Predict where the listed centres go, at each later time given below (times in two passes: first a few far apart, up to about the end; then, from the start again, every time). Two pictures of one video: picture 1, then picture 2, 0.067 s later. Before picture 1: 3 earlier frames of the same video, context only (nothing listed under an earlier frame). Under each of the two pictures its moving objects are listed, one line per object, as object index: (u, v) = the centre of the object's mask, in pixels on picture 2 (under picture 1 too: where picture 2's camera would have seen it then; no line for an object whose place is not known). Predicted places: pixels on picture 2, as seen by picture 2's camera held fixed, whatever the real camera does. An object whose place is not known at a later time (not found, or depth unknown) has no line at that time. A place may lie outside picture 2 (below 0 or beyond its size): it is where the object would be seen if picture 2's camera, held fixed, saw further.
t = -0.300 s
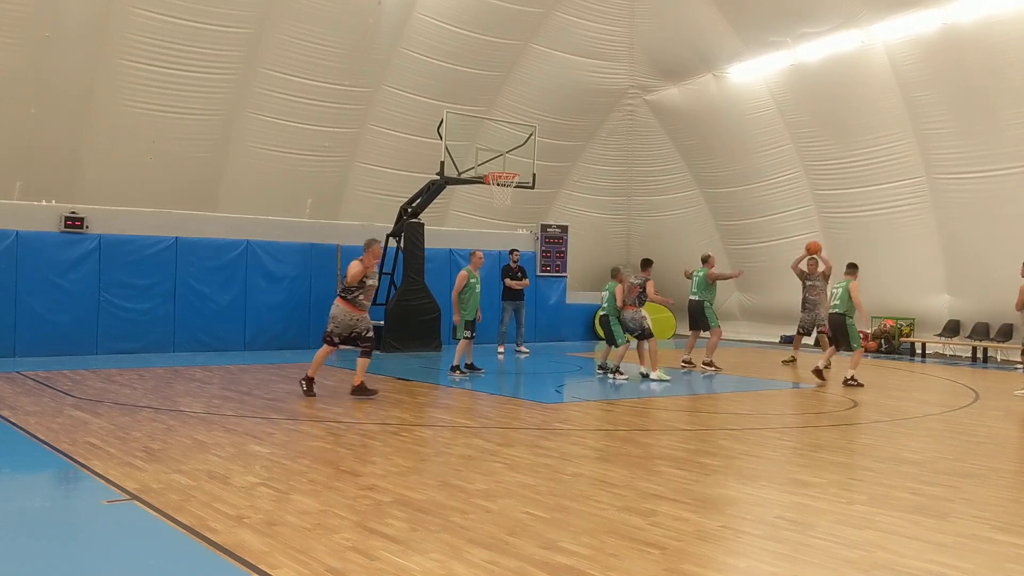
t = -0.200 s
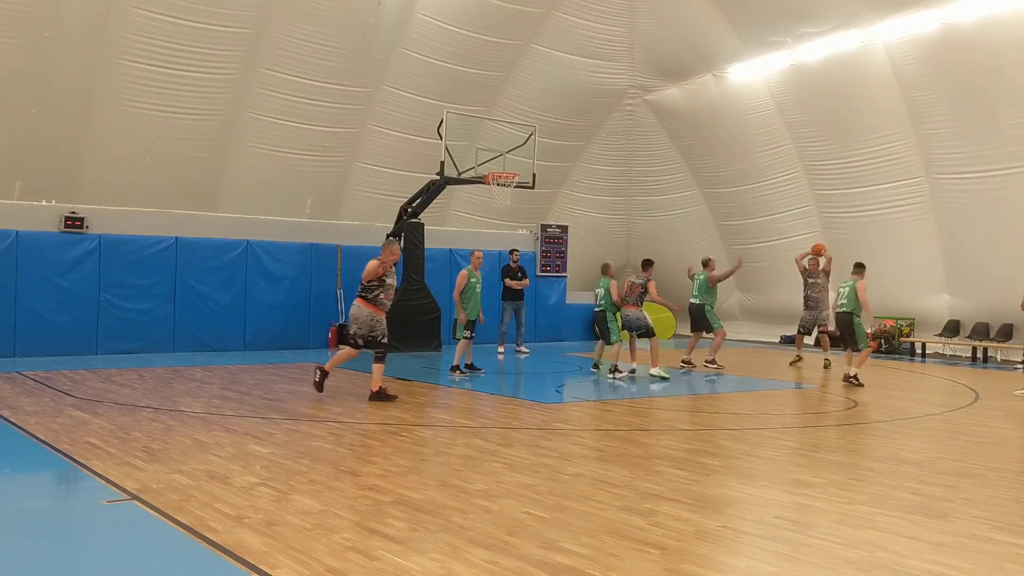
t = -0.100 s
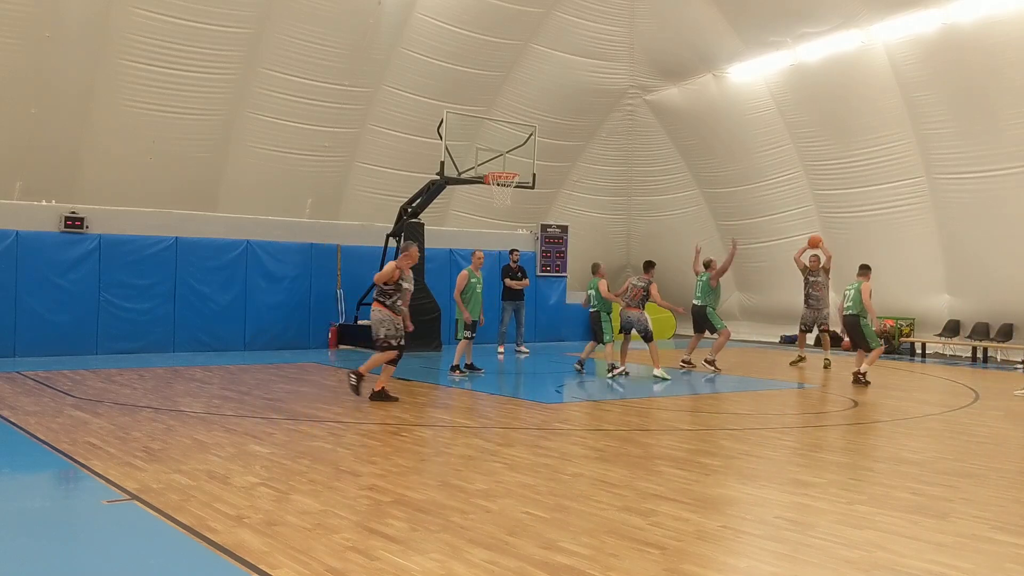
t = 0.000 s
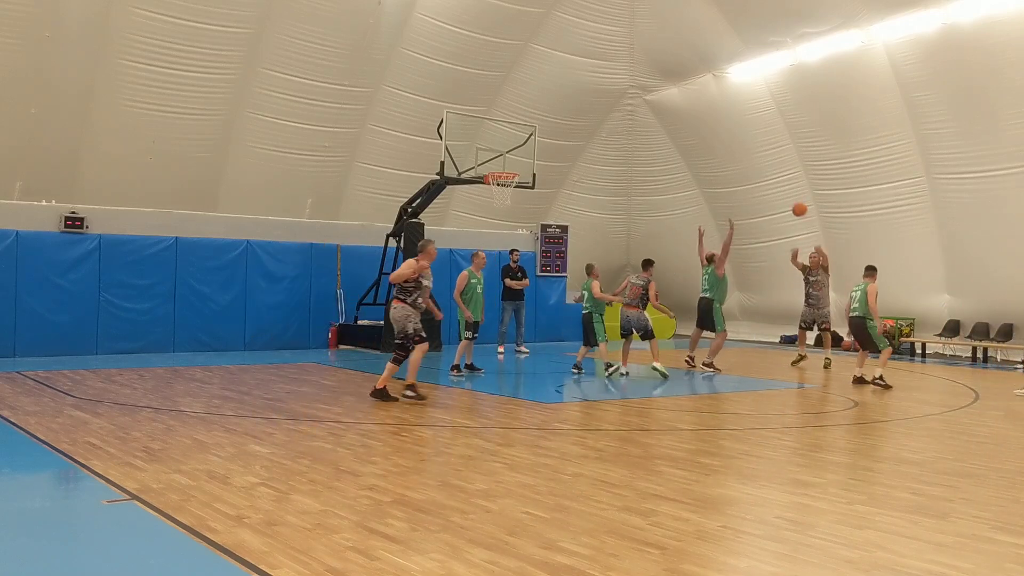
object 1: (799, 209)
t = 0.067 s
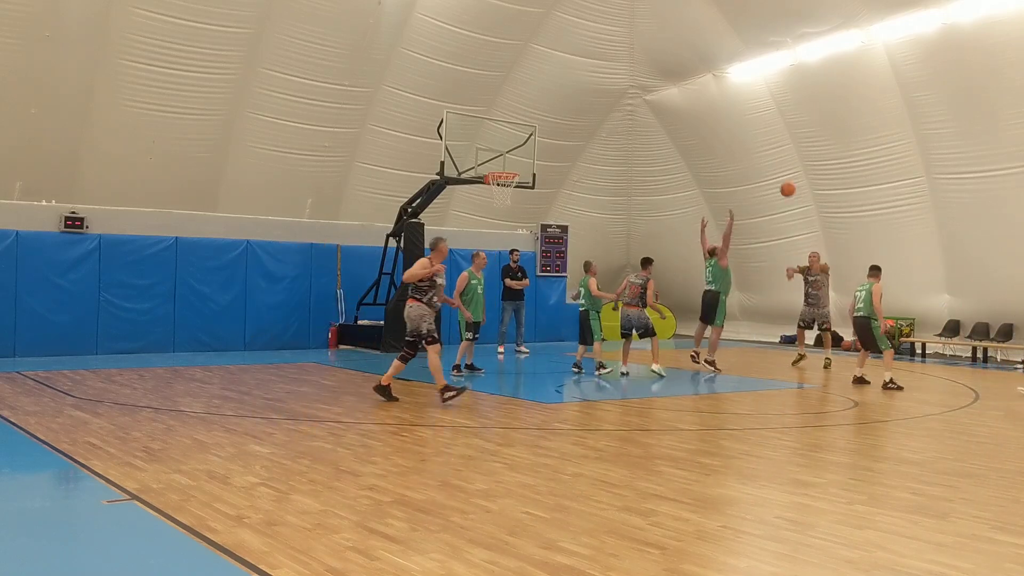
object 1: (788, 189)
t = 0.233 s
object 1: (754, 147)
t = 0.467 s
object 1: (699, 113)
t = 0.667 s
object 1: (642, 114)
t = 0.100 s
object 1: (781, 180)
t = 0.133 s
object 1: (775, 170)
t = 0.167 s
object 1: (768, 162)
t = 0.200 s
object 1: (761, 154)
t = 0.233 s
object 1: (754, 147)
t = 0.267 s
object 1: (747, 140)
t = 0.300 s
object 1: (739, 134)
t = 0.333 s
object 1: (732, 128)
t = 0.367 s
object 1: (724, 124)
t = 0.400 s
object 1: (716, 119)
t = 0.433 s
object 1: (708, 116)
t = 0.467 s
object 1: (699, 113)
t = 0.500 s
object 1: (690, 111)
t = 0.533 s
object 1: (681, 110)
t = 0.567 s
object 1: (672, 110)
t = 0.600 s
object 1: (663, 110)
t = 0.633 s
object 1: (653, 112)
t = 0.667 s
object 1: (642, 114)
